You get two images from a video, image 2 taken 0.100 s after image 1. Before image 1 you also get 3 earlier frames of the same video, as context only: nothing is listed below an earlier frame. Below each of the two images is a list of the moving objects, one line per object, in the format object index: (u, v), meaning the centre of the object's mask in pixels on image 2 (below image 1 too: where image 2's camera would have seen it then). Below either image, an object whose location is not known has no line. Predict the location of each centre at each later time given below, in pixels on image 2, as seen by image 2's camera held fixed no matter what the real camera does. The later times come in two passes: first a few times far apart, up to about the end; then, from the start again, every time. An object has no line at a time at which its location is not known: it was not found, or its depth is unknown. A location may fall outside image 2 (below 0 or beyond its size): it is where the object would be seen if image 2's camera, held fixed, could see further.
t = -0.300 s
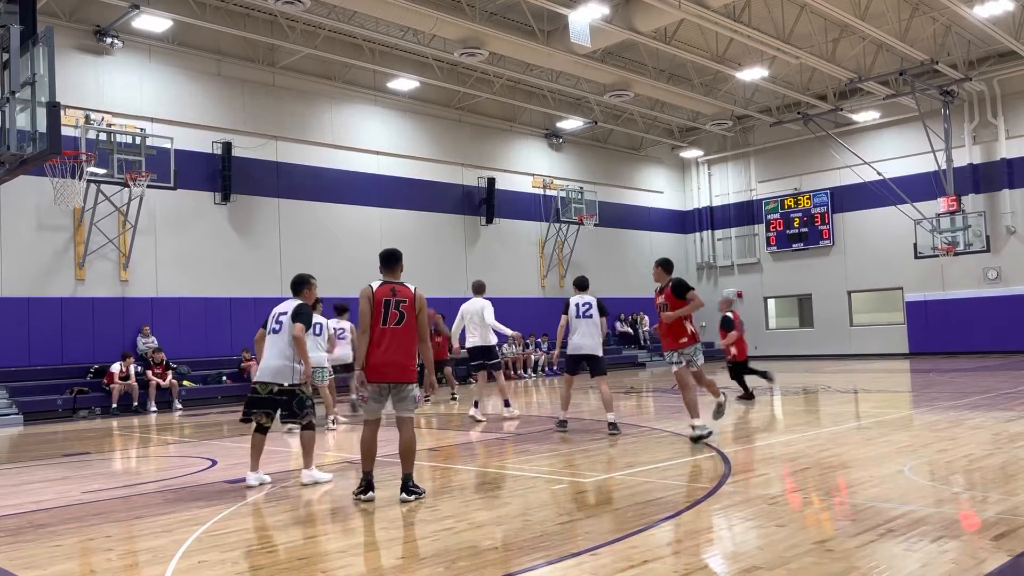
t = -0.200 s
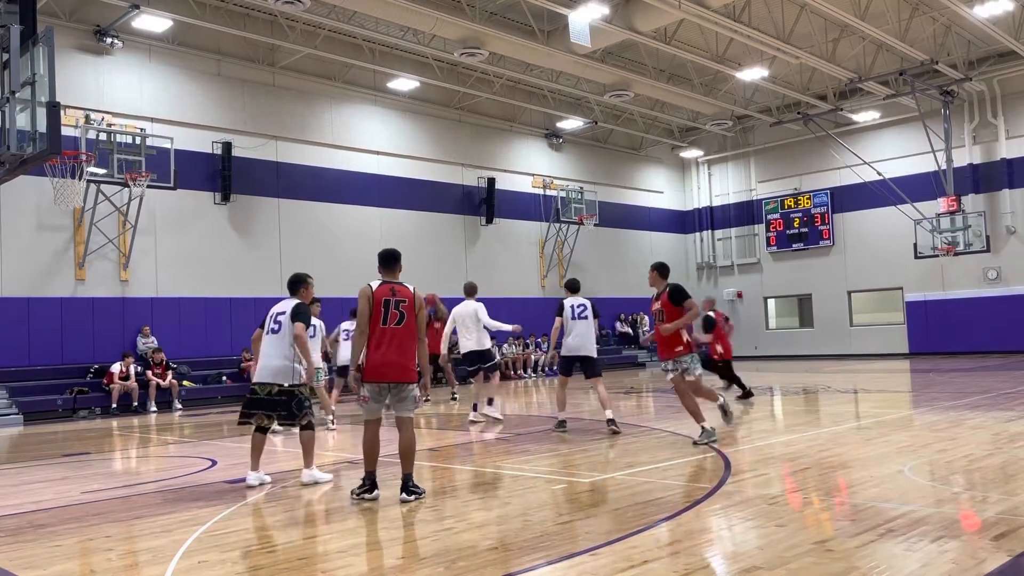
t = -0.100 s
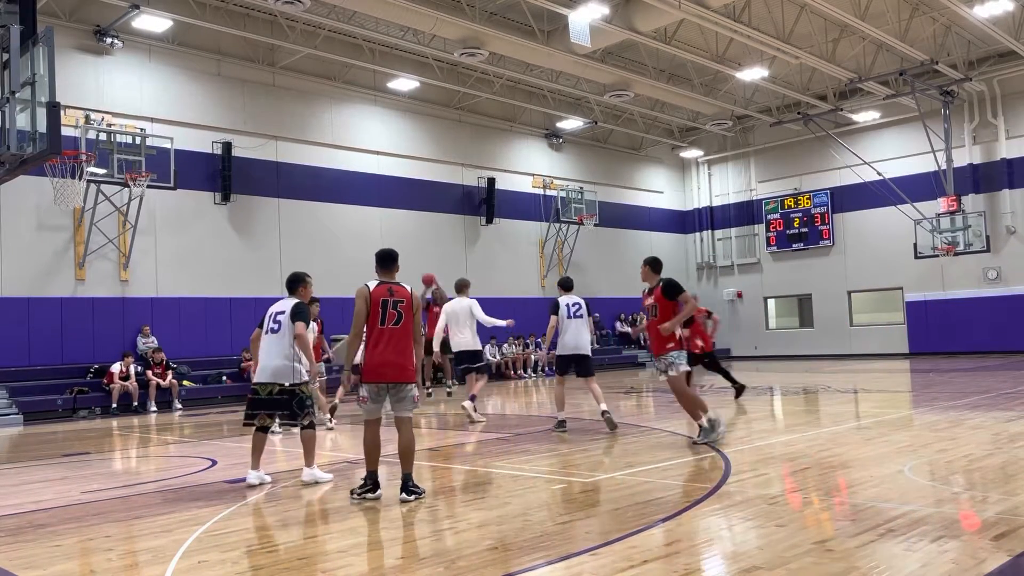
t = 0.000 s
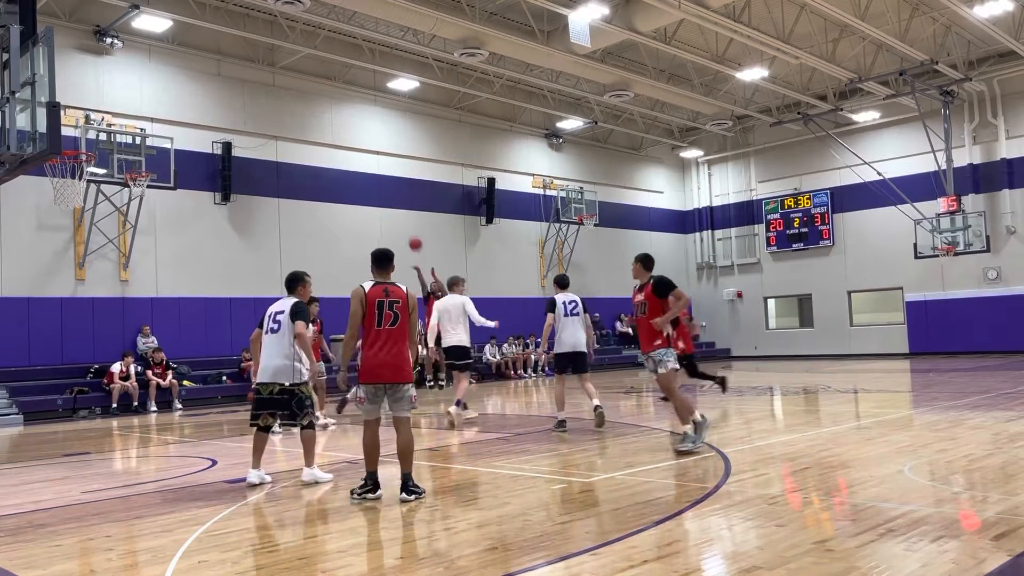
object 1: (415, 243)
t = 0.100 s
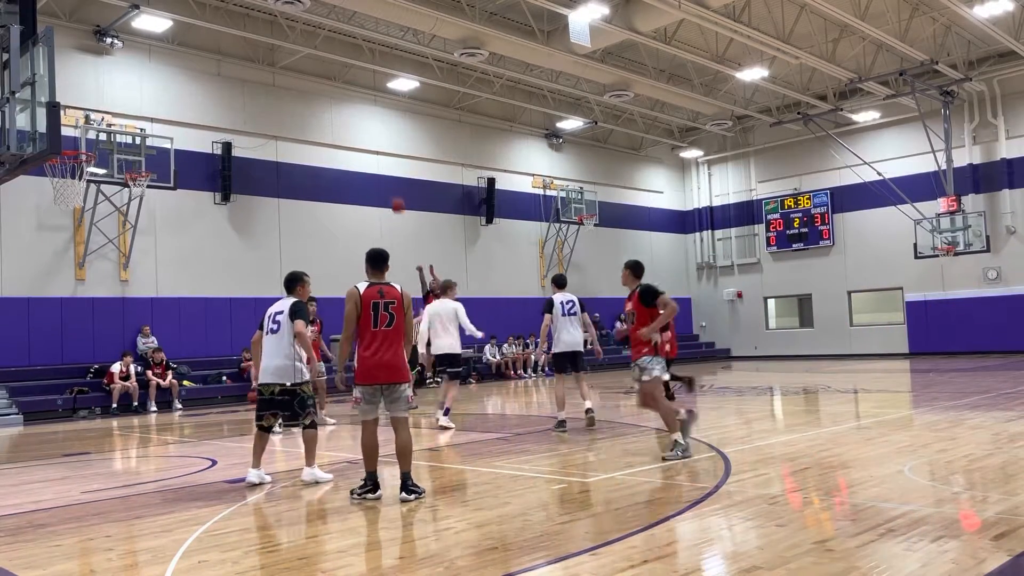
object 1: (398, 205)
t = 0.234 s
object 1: (372, 159)
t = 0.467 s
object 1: (323, 94)
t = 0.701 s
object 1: (268, 57)
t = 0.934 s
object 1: (203, 54)
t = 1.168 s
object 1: (123, 99)
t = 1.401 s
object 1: (50, 192)
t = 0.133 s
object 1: (392, 192)
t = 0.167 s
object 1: (384, 181)
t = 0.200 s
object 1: (378, 170)
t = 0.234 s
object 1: (372, 159)
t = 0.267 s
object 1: (365, 148)
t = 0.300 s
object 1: (358, 138)
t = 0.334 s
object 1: (352, 128)
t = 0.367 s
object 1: (345, 119)
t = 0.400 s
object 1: (338, 110)
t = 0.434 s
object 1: (330, 102)
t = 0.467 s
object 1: (323, 94)
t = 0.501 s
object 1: (315, 86)
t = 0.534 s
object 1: (308, 80)
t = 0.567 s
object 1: (300, 74)
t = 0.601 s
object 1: (292, 69)
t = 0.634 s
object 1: (285, 64)
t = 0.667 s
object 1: (276, 60)
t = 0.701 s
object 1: (268, 57)
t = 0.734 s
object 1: (260, 54)
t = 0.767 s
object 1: (251, 52)
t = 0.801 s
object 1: (242, 50)
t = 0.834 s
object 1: (232, 50)
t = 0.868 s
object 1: (223, 50)
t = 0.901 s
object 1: (213, 52)
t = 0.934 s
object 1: (203, 54)
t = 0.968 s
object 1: (193, 57)
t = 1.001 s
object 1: (182, 61)
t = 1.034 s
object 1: (171, 66)
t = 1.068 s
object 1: (160, 72)
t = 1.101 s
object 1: (148, 80)
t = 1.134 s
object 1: (136, 89)
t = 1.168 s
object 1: (123, 99)
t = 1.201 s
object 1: (110, 110)
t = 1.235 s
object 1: (97, 124)
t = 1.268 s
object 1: (82, 138)
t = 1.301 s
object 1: (70, 149)
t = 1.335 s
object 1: (59, 169)
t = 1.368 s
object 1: (53, 185)
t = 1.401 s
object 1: (50, 192)
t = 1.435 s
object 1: (49, 197)
